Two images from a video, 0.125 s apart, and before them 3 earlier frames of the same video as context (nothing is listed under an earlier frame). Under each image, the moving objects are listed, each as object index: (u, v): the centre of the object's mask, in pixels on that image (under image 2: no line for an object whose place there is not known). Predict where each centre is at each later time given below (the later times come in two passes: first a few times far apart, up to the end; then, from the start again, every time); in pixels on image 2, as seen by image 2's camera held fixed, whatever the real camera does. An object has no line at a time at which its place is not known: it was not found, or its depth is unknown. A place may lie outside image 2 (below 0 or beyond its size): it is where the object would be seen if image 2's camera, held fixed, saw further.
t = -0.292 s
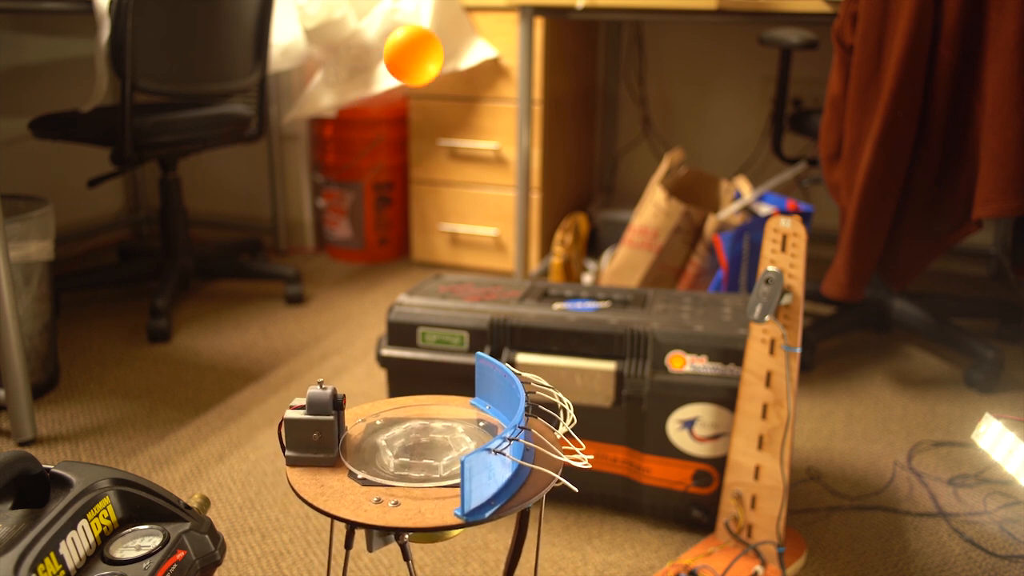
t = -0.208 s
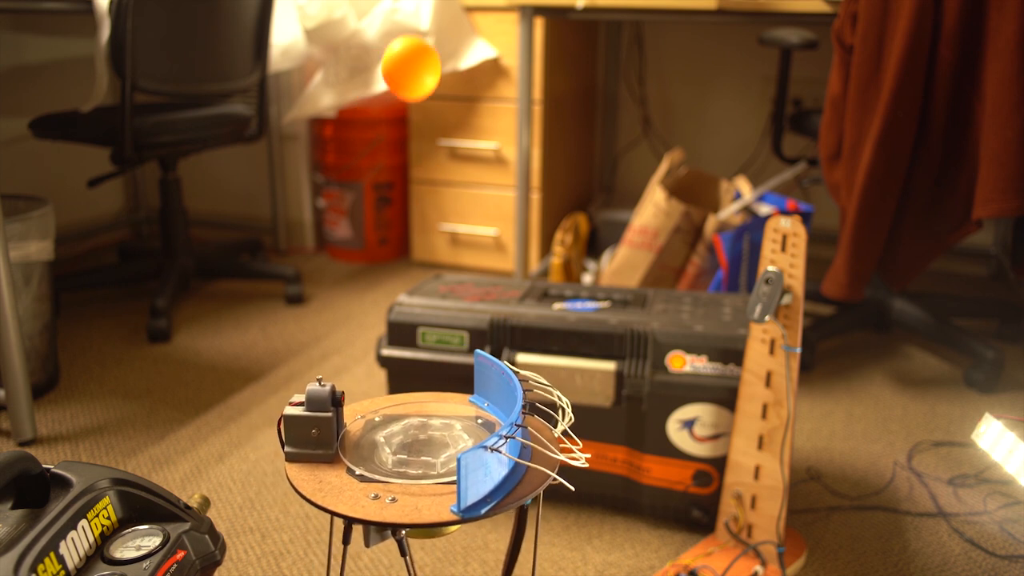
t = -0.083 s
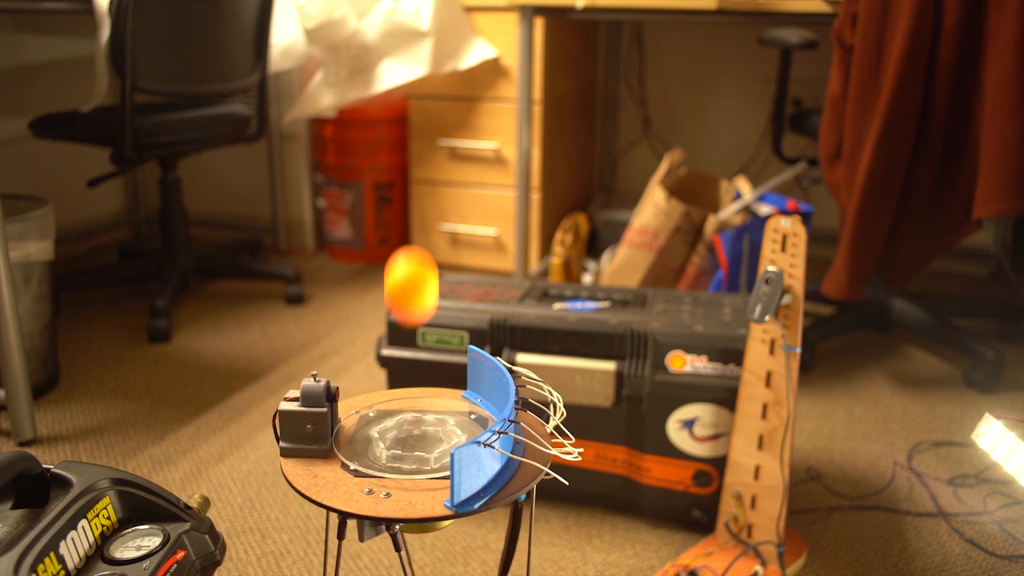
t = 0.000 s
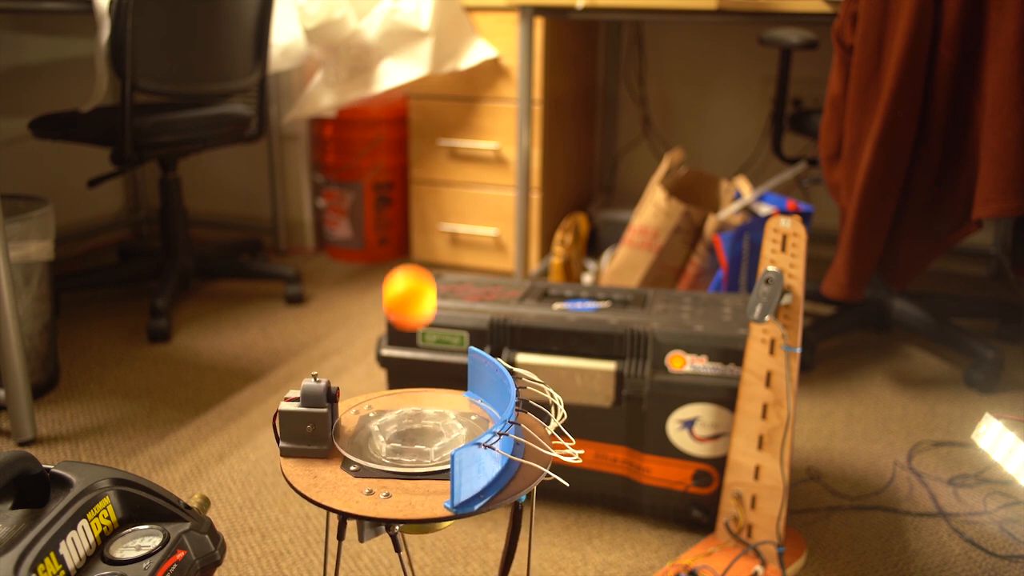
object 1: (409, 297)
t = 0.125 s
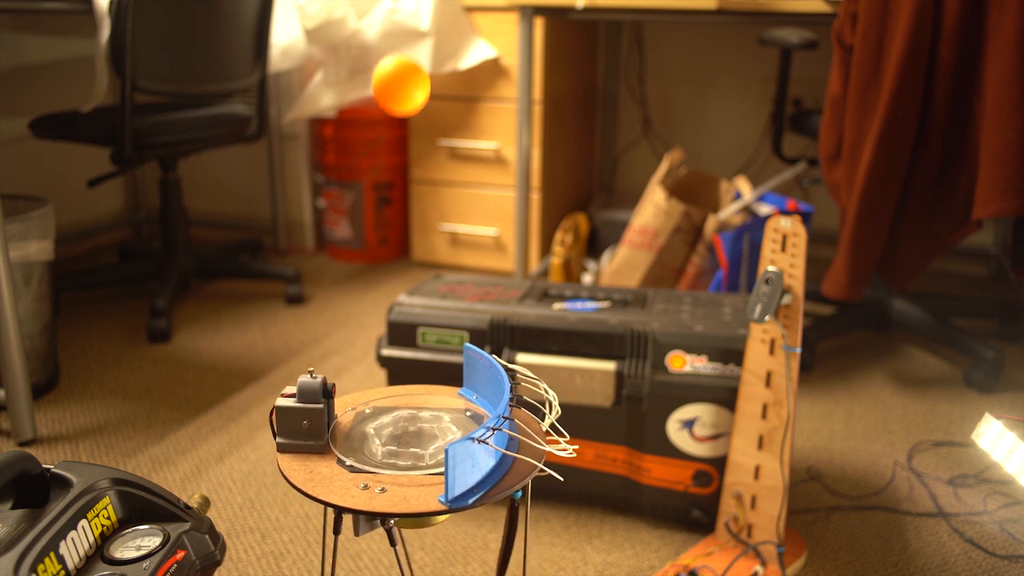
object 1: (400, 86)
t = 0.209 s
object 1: (398, 44)
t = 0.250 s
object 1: (398, 61)
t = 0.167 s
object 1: (399, 52)
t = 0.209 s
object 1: (398, 44)
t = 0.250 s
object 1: (398, 61)
